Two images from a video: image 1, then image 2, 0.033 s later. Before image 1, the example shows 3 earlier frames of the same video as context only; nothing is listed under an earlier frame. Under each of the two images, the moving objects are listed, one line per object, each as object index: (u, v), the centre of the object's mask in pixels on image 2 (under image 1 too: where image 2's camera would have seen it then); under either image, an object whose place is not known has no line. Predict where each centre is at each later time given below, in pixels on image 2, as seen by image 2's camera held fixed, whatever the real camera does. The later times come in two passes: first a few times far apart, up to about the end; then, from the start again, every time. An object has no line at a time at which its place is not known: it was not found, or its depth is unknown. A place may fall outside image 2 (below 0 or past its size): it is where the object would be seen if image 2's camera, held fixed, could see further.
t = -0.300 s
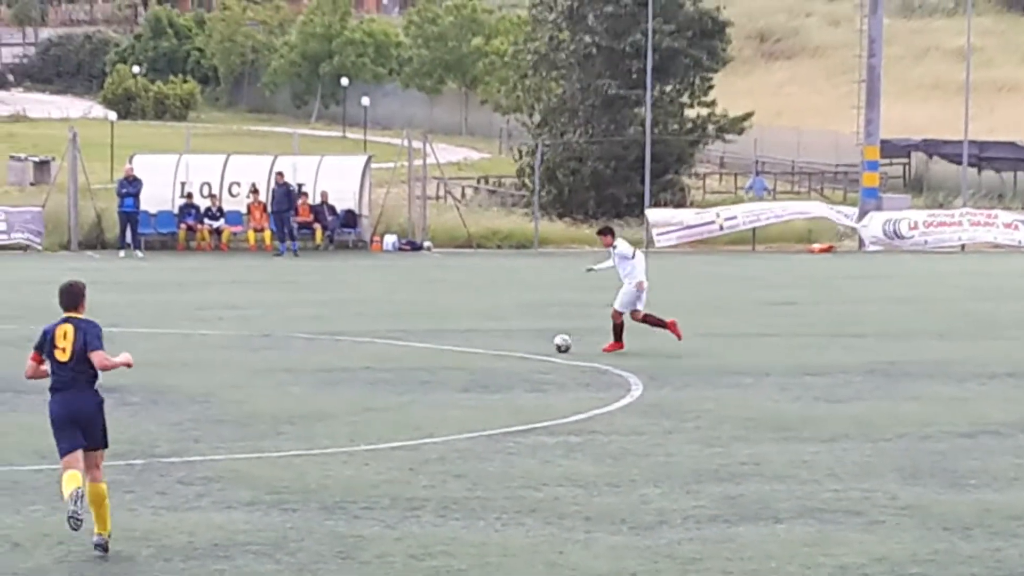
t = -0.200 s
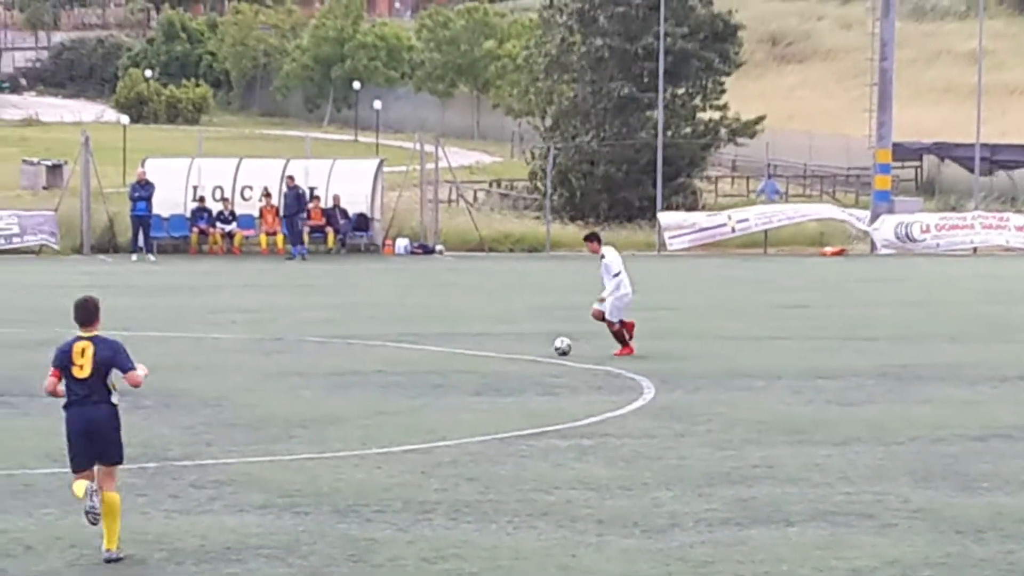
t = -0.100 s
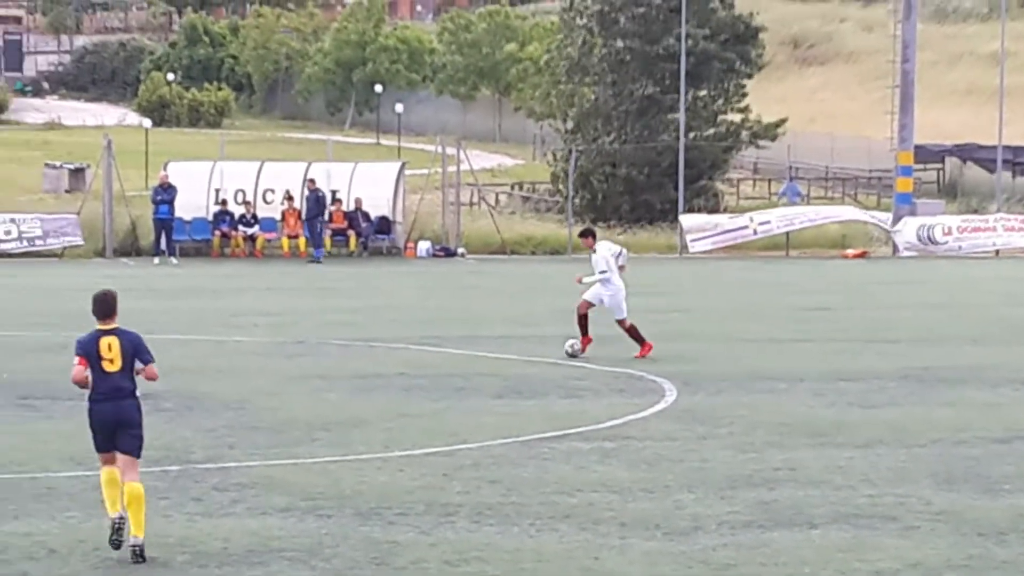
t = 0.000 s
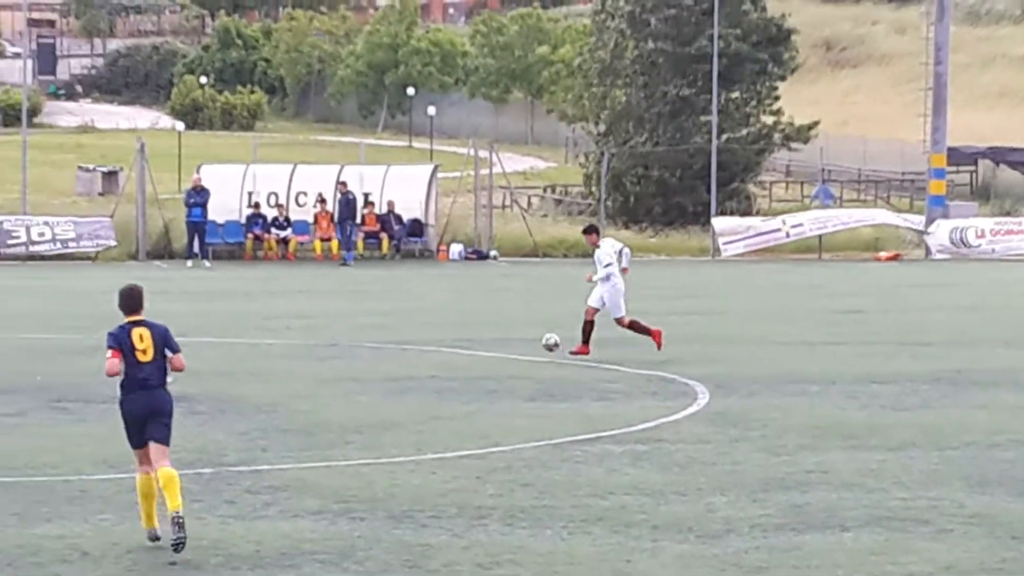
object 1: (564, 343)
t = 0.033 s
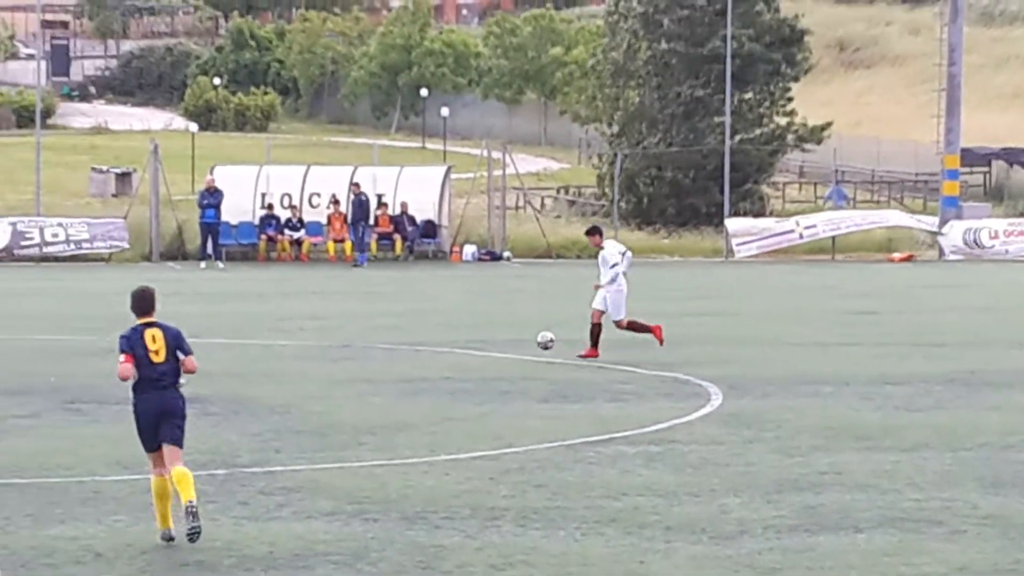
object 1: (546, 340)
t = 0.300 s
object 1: (397, 351)
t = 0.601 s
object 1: (282, 351)
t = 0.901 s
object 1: (187, 351)
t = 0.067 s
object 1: (527, 338)
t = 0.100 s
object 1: (508, 337)
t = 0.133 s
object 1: (489, 337)
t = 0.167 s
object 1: (471, 338)
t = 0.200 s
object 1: (452, 340)
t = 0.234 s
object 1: (434, 342)
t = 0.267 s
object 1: (415, 346)
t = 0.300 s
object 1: (397, 351)
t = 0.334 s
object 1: (380, 353)
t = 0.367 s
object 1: (368, 351)
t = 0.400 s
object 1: (355, 348)
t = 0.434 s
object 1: (342, 346)
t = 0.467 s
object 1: (330, 345)
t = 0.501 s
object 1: (319, 345)
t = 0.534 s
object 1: (307, 346)
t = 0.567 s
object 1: (295, 348)
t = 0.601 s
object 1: (282, 351)
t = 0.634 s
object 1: (270, 353)
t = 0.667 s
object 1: (260, 350)
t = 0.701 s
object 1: (249, 349)
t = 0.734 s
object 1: (239, 349)
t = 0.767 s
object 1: (229, 350)
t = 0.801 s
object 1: (218, 352)
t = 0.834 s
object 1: (208, 353)
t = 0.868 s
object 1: (197, 352)
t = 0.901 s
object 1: (187, 351)
